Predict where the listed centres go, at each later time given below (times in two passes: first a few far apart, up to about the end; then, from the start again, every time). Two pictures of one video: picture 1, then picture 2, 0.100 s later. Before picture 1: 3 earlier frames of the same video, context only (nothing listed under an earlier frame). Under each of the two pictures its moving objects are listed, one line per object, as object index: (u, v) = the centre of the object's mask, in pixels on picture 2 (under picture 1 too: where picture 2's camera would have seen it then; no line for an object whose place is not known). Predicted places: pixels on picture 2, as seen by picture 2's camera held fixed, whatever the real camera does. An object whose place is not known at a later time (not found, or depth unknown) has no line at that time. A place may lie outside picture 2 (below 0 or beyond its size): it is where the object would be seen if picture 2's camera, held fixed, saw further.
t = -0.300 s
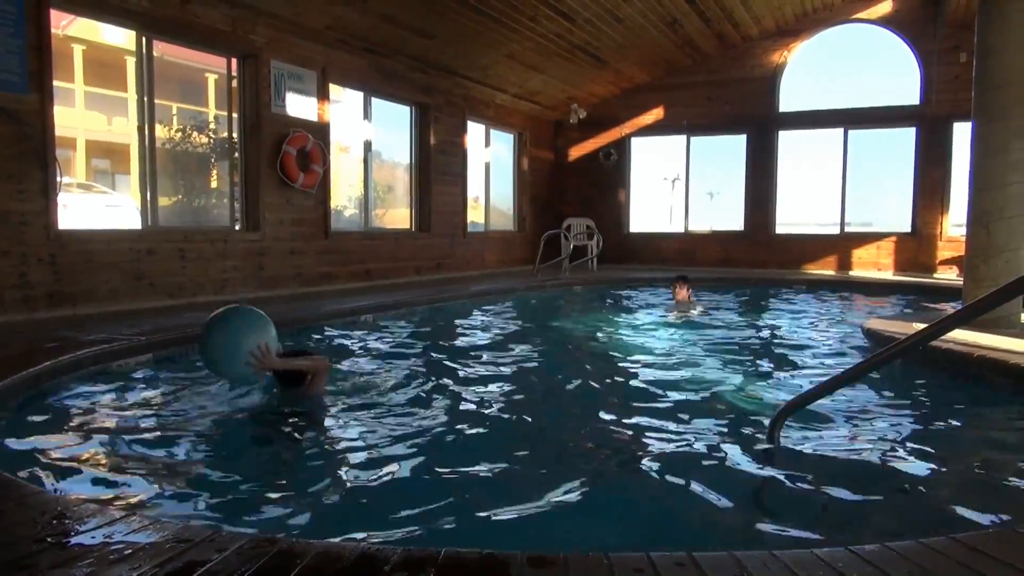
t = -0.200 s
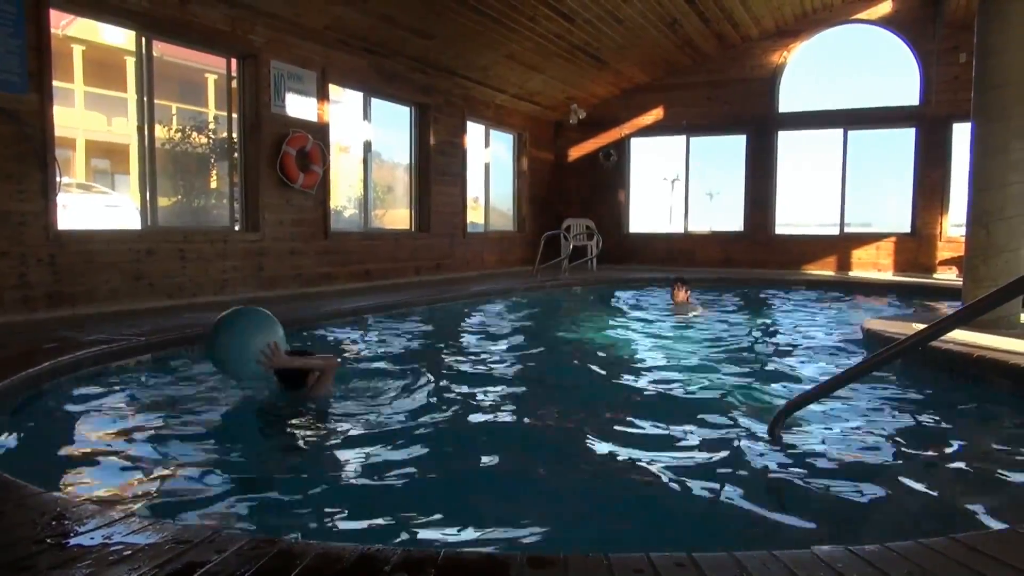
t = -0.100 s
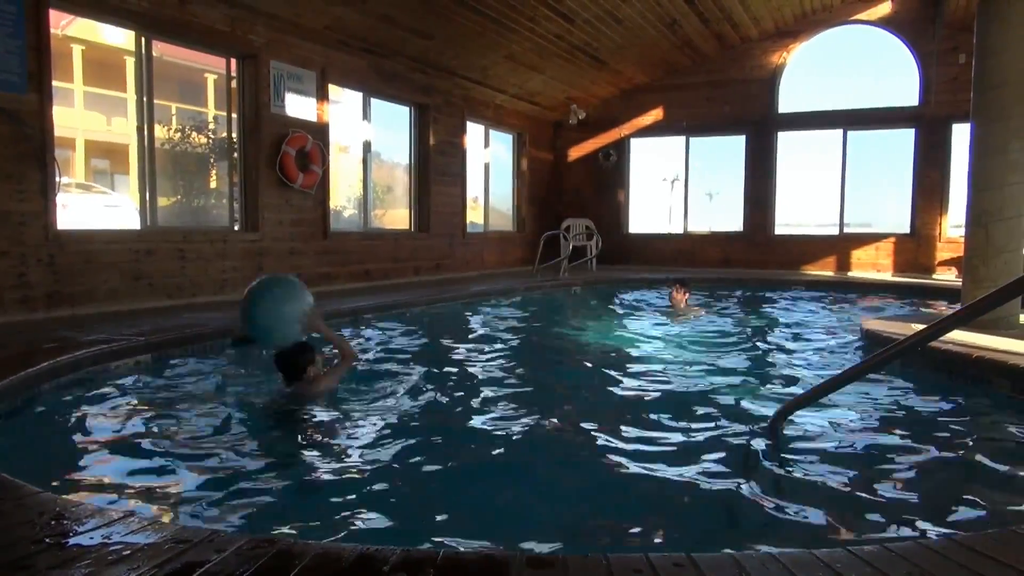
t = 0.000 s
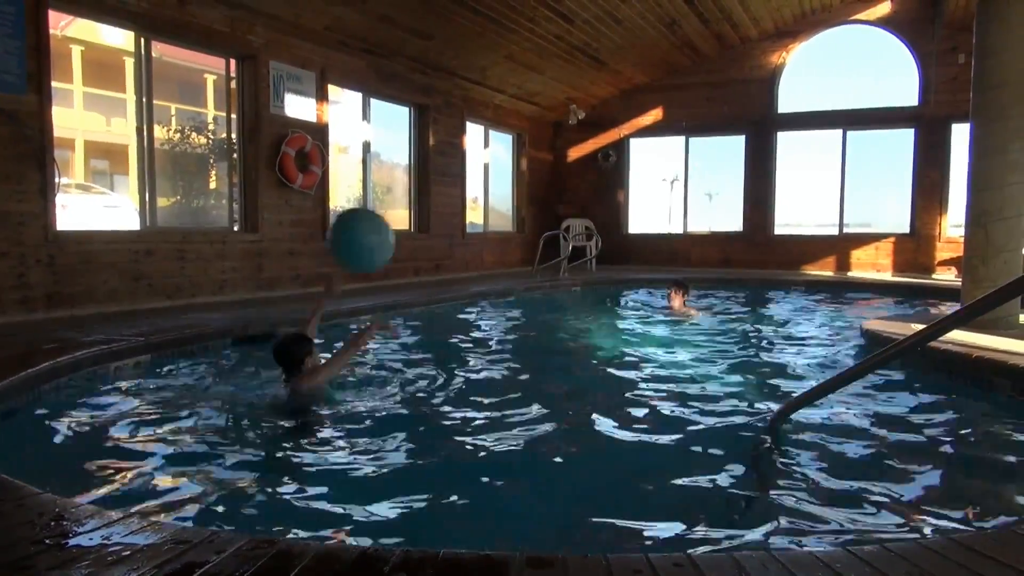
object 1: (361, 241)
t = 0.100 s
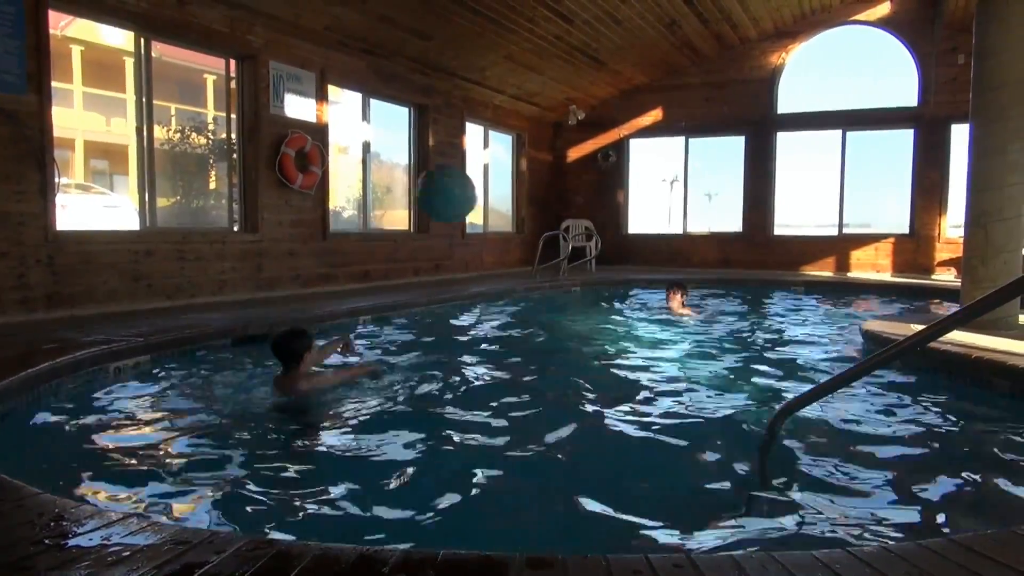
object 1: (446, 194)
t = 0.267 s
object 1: (554, 168)
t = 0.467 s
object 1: (645, 195)
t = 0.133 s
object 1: (471, 184)
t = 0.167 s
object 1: (494, 177)
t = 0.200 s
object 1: (516, 171)
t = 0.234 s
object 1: (536, 168)
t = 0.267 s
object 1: (554, 168)
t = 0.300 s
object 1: (571, 168)
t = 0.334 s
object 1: (588, 171)
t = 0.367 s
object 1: (603, 175)
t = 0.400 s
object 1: (617, 181)
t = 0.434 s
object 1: (631, 188)
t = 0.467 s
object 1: (645, 195)
